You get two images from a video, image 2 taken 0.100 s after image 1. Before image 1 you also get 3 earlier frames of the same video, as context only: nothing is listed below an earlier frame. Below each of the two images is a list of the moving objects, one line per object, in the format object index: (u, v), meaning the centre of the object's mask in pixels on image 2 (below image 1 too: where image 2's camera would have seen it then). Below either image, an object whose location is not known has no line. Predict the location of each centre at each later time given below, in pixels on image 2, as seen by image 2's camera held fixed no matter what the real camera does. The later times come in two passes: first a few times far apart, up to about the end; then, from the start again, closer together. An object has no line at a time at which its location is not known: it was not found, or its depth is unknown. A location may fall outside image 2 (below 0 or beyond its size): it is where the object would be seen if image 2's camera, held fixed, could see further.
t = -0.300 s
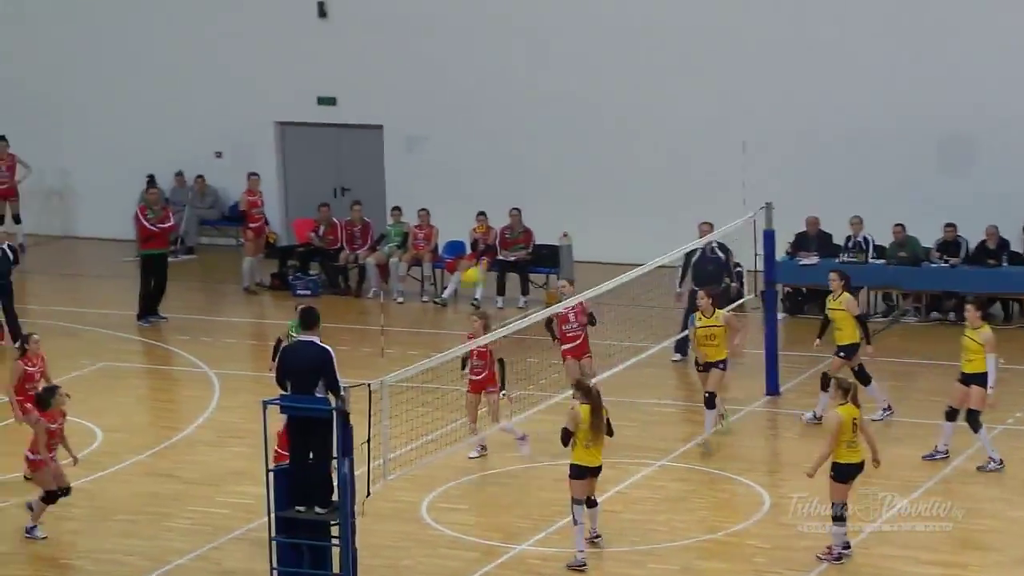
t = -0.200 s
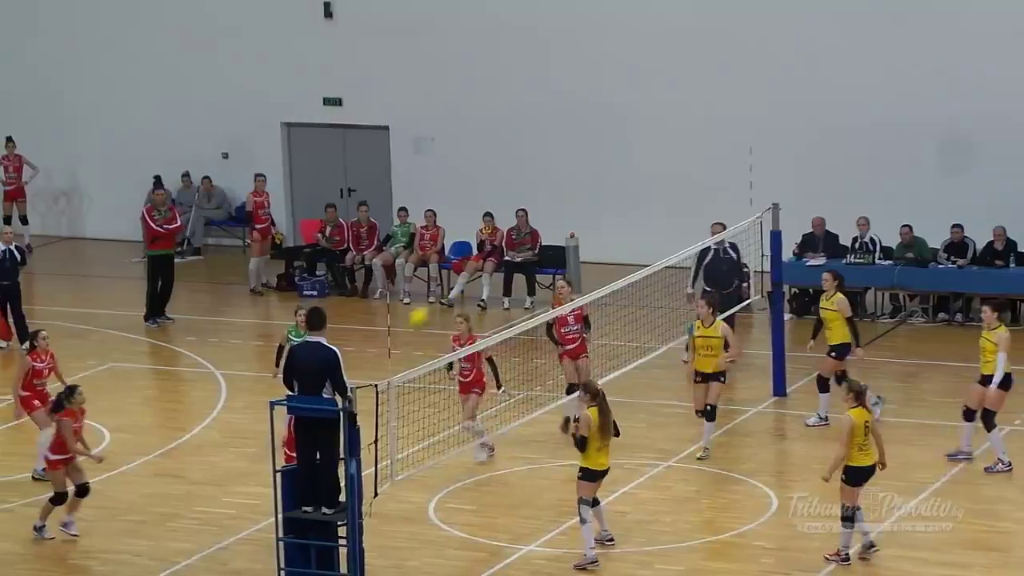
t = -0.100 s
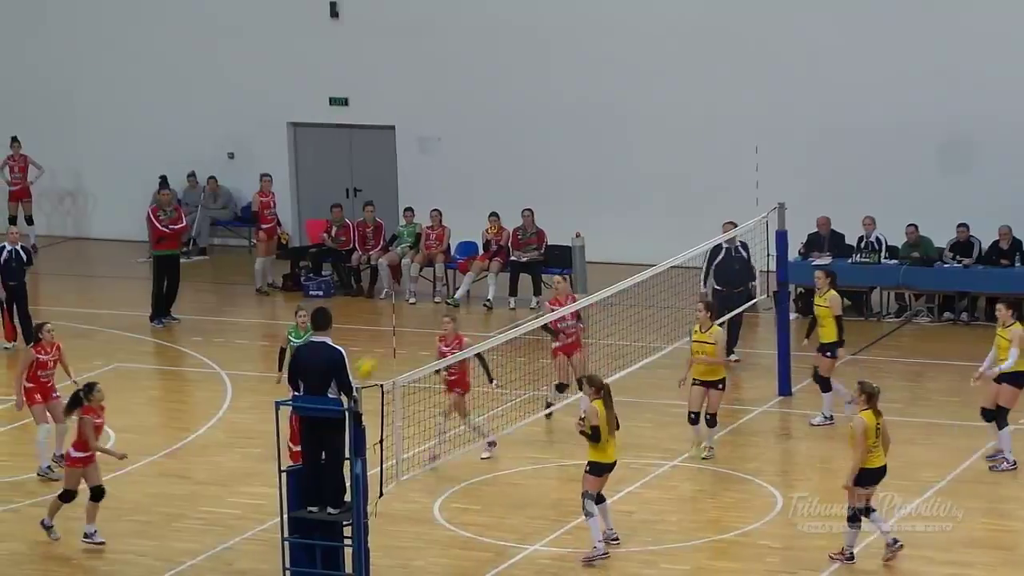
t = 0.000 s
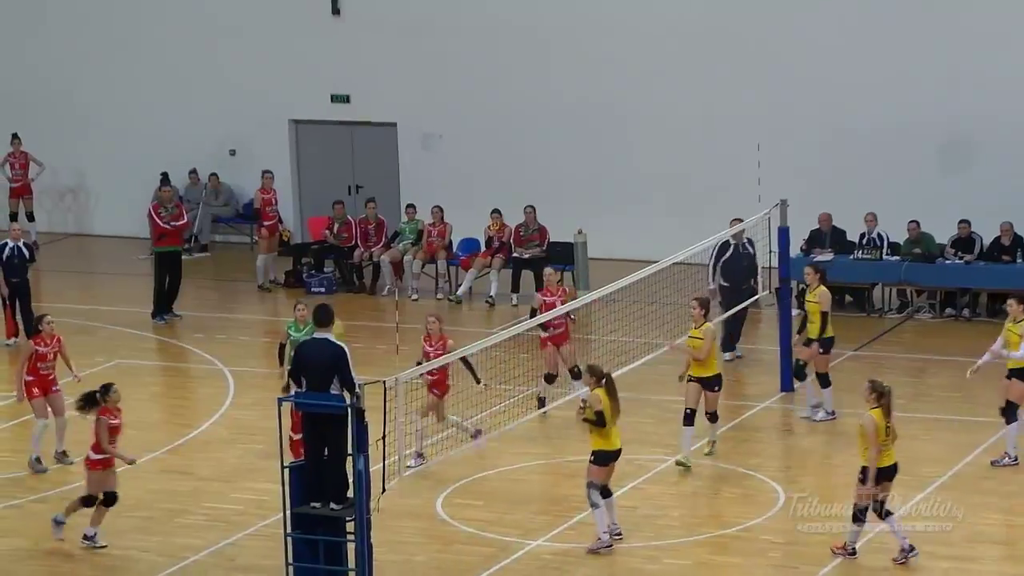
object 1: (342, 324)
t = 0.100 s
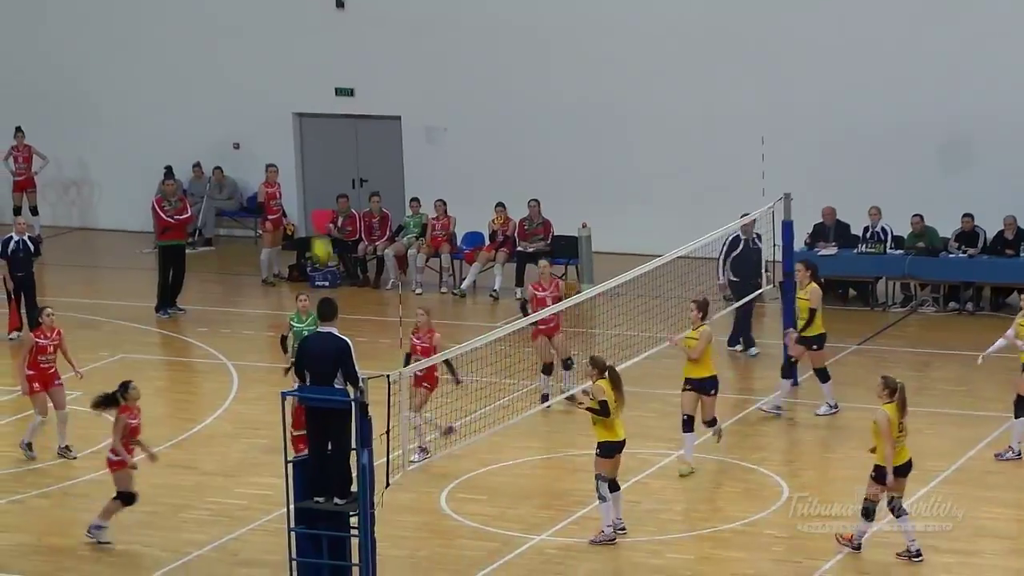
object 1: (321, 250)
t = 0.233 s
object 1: (299, 158)
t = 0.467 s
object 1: (263, 45)
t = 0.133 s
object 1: (316, 226)
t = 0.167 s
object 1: (310, 200)
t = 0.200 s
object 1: (304, 178)
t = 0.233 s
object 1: (299, 158)
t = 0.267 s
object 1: (294, 141)
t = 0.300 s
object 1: (288, 122)
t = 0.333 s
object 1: (283, 104)
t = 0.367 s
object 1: (278, 87)
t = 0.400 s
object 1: (272, 72)
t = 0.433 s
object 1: (267, 56)
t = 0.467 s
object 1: (263, 45)
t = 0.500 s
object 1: (258, 33)
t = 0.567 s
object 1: (247, 10)
